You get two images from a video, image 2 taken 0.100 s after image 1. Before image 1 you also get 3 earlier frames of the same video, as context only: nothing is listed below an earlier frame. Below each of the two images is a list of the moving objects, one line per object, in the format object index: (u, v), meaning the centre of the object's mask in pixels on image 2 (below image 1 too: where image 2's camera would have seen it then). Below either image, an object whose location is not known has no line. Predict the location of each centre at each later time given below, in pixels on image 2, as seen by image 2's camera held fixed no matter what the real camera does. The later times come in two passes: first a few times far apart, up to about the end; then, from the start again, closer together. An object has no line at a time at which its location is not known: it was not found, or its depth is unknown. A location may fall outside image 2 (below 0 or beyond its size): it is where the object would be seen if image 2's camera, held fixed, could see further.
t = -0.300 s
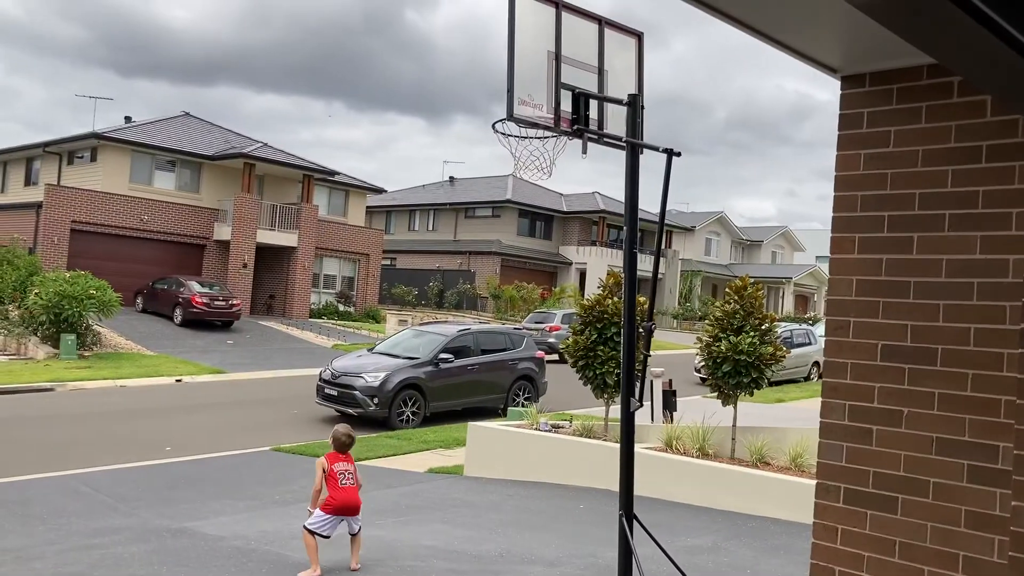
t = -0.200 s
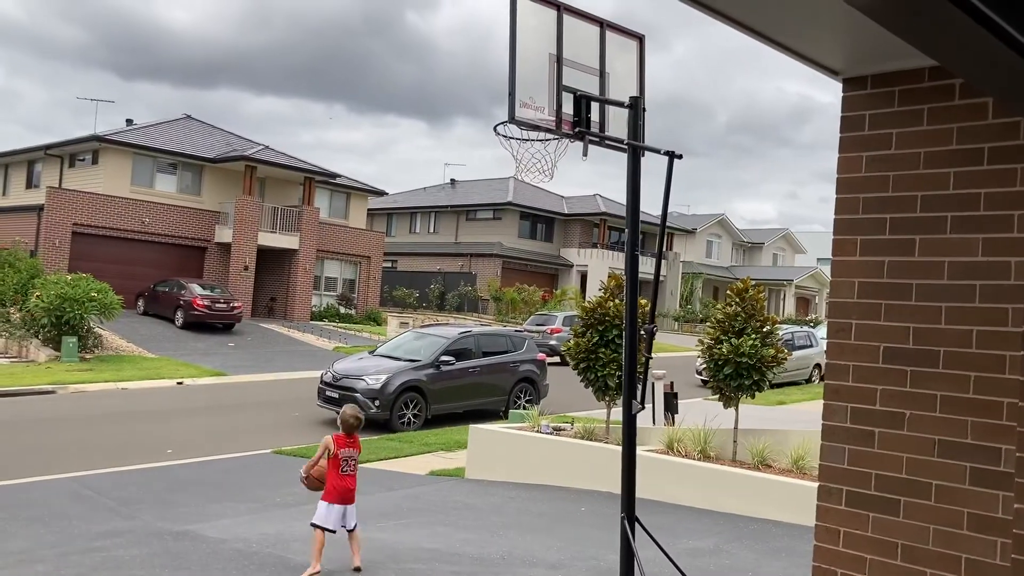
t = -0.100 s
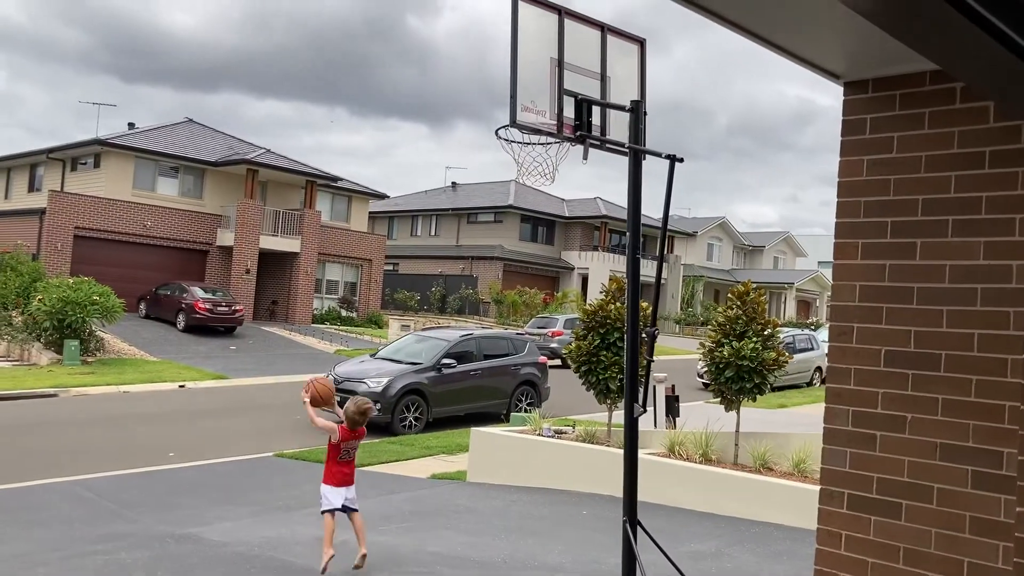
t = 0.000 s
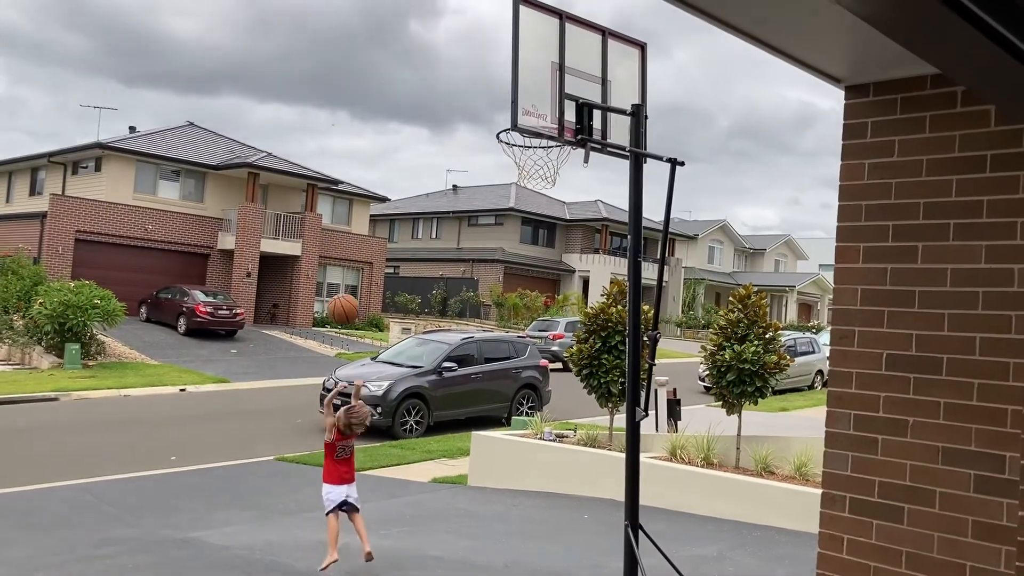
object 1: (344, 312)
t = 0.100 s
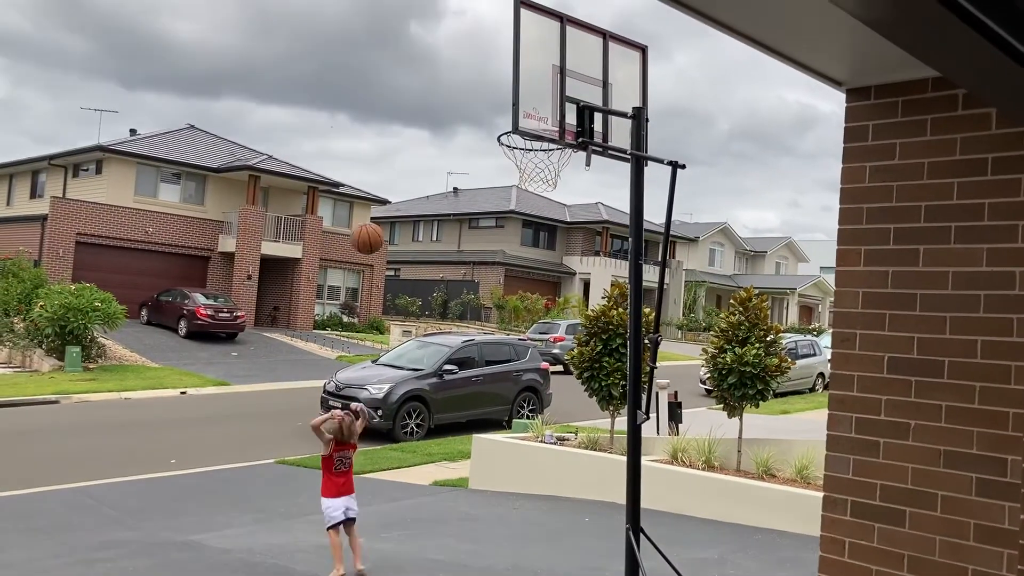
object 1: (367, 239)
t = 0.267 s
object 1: (405, 140)
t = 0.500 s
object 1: (454, 58)
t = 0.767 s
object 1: (510, 55)
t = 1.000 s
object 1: (540, 129)
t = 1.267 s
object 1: (542, 119)
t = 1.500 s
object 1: (520, 160)
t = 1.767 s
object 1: (533, 205)
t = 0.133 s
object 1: (375, 216)
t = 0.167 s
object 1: (383, 195)
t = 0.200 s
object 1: (390, 176)
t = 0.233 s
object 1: (397, 157)
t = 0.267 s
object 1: (405, 140)
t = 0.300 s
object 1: (412, 124)
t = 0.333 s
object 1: (419, 110)
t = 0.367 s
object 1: (426, 97)
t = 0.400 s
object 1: (433, 85)
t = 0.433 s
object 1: (440, 74)
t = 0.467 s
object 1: (447, 65)
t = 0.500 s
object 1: (454, 58)
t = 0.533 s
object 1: (461, 52)
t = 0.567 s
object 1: (469, 48)
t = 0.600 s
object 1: (476, 45)
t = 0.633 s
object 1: (483, 44)
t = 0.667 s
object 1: (490, 44)
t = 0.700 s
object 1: (496, 46)
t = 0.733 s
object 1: (501, 50)
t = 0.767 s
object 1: (510, 55)
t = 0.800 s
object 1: (520, 63)
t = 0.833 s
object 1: (531, 73)
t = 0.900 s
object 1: (538, 98)
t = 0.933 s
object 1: (540, 113)
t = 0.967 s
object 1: (544, 122)
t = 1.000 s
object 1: (540, 129)
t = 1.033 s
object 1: (532, 131)
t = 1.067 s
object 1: (523, 141)
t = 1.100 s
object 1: (528, 144)
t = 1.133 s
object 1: (536, 126)
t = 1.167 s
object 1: (539, 121)
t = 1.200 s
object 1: (542, 120)
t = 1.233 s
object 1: (543, 120)
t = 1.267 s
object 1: (542, 119)
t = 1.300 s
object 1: (539, 118)
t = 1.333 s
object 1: (538, 119)
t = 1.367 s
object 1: (536, 128)
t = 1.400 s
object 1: (534, 132)
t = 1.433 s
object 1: (527, 148)
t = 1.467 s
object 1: (523, 152)
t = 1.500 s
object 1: (520, 160)
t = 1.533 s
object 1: (517, 168)
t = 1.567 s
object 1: (516, 171)
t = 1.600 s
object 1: (517, 173)
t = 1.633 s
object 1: (520, 176)
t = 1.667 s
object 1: (523, 181)
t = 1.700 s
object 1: (526, 187)
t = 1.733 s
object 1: (530, 195)
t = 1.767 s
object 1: (533, 205)
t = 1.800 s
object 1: (535, 216)
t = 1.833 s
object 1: (538, 230)
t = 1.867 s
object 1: (541, 245)
